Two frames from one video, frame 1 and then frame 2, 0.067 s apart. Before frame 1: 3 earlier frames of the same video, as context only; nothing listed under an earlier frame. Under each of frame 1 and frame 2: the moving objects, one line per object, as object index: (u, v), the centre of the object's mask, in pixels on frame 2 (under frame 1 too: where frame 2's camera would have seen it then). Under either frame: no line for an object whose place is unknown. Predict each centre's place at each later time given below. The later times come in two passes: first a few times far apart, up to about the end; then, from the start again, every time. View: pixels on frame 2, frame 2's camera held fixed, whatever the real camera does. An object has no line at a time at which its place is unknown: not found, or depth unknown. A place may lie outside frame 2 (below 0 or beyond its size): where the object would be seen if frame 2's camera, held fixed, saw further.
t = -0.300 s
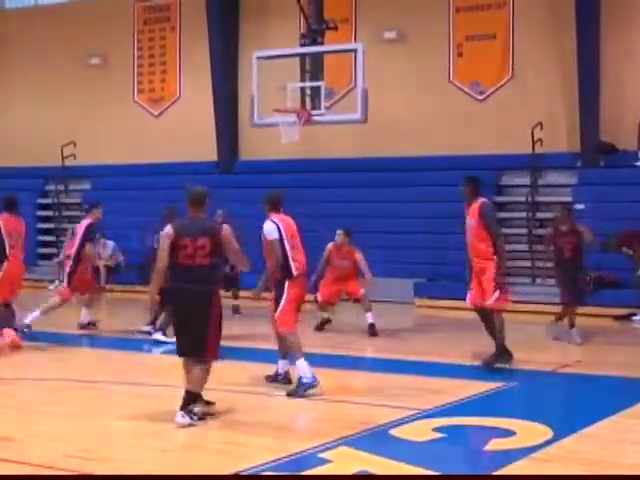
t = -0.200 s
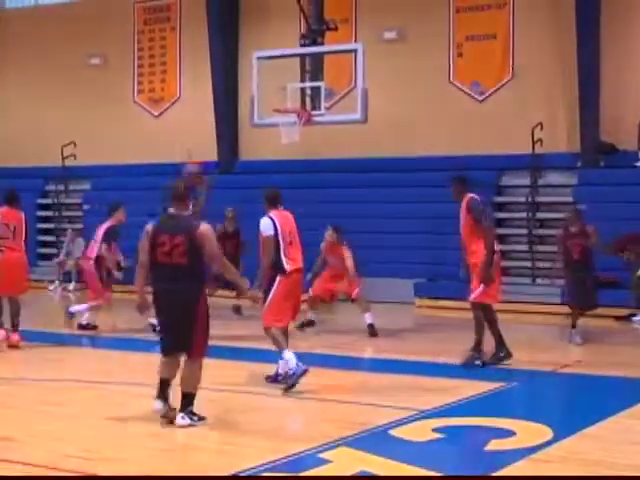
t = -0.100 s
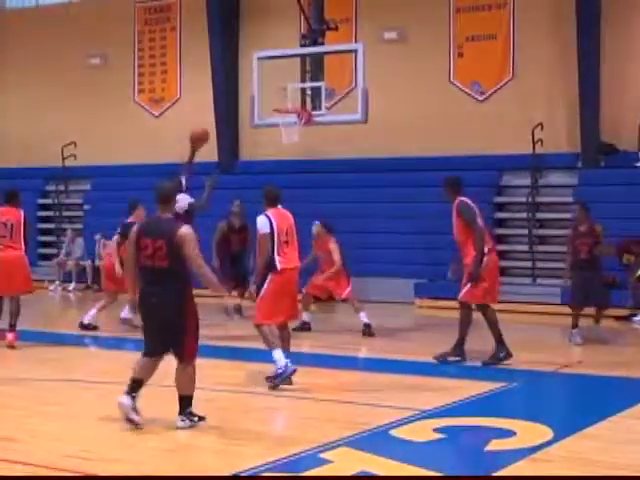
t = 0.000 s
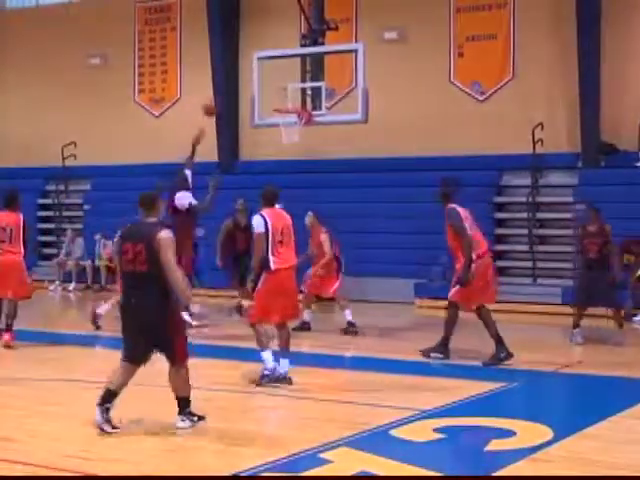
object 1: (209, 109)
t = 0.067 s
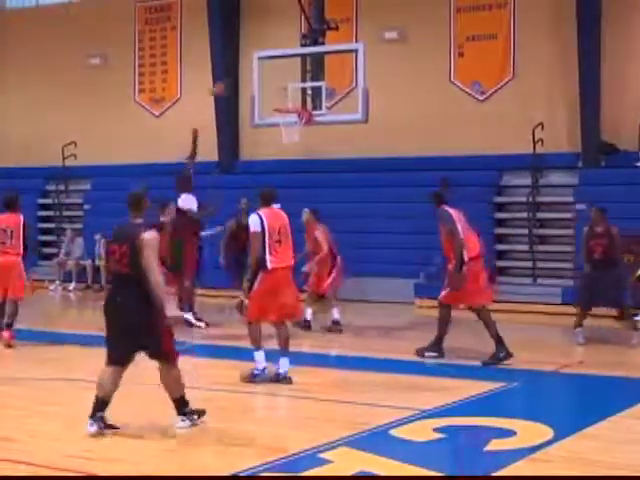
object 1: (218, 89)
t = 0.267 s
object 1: (243, 72)
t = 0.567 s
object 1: (273, 100)
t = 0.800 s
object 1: (280, 90)
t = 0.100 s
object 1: (222, 86)
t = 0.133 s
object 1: (224, 83)
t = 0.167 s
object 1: (230, 78)
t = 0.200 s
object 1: (236, 73)
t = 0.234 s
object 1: (240, 72)
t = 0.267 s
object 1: (243, 72)
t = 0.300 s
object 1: (246, 72)
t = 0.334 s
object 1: (250, 75)
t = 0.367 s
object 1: (254, 75)
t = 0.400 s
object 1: (257, 77)
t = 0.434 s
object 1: (260, 79)
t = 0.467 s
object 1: (263, 82)
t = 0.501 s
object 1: (267, 88)
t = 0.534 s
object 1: (269, 93)
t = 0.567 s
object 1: (273, 100)
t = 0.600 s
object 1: (276, 97)
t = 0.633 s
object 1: (277, 92)
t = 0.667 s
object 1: (279, 91)
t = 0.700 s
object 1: (280, 90)
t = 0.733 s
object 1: (280, 90)
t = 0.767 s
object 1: (280, 90)
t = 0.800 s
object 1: (280, 90)
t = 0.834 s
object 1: (281, 92)
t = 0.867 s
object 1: (280, 93)
